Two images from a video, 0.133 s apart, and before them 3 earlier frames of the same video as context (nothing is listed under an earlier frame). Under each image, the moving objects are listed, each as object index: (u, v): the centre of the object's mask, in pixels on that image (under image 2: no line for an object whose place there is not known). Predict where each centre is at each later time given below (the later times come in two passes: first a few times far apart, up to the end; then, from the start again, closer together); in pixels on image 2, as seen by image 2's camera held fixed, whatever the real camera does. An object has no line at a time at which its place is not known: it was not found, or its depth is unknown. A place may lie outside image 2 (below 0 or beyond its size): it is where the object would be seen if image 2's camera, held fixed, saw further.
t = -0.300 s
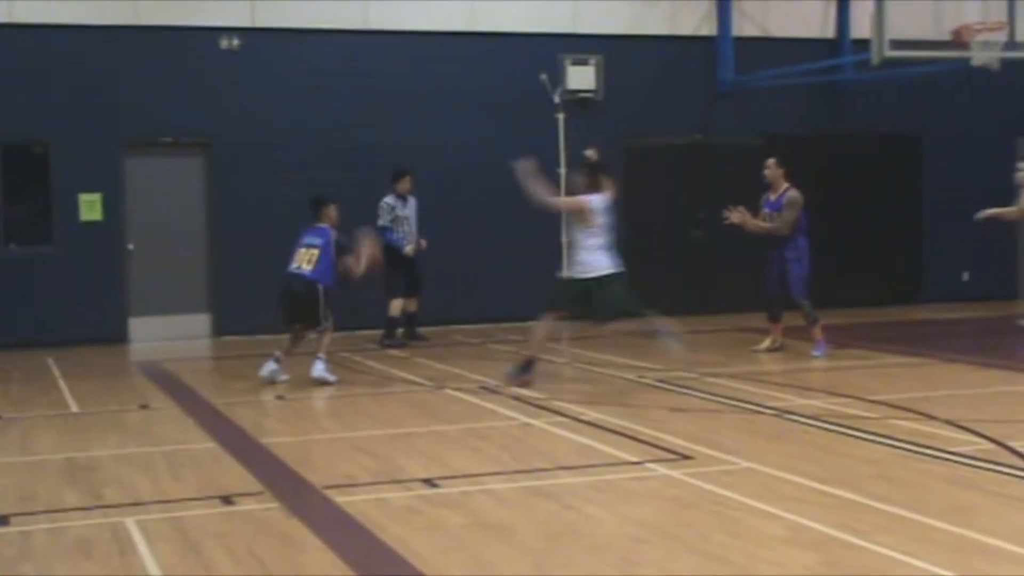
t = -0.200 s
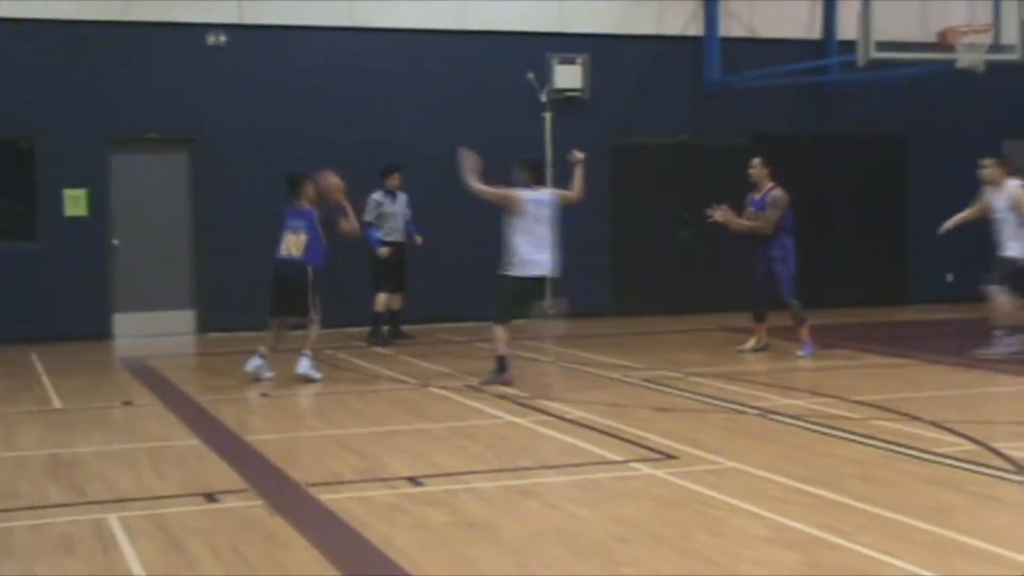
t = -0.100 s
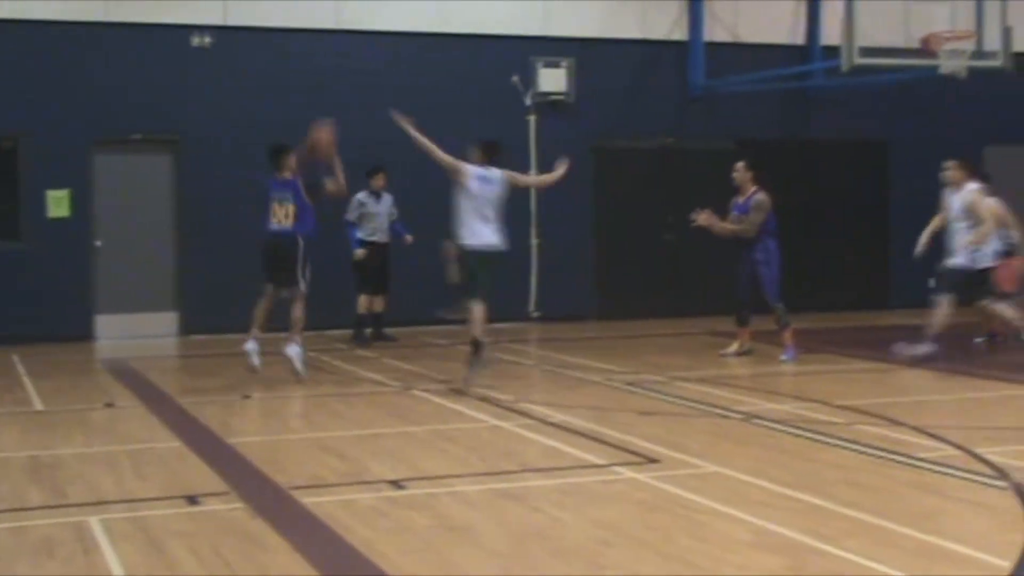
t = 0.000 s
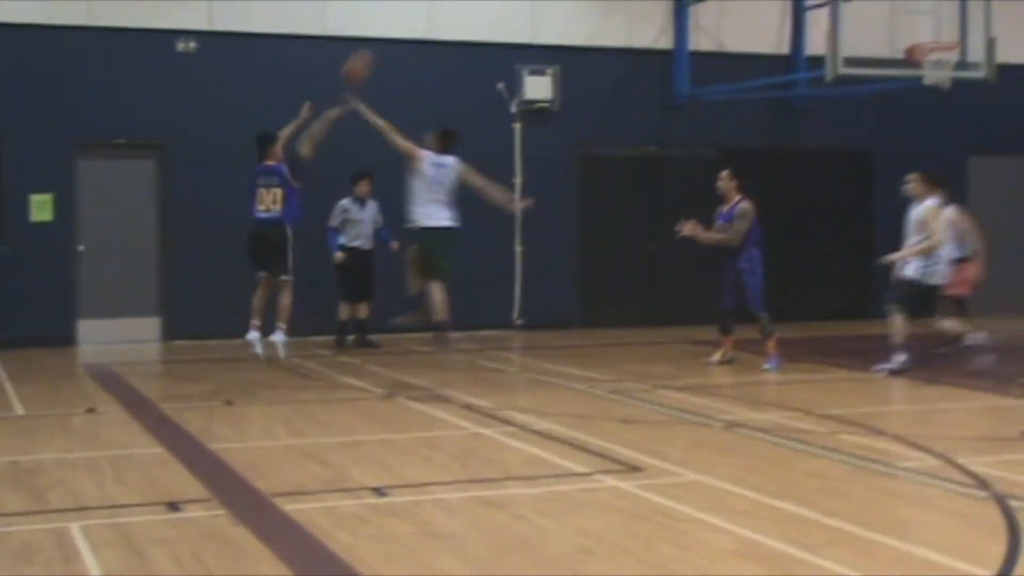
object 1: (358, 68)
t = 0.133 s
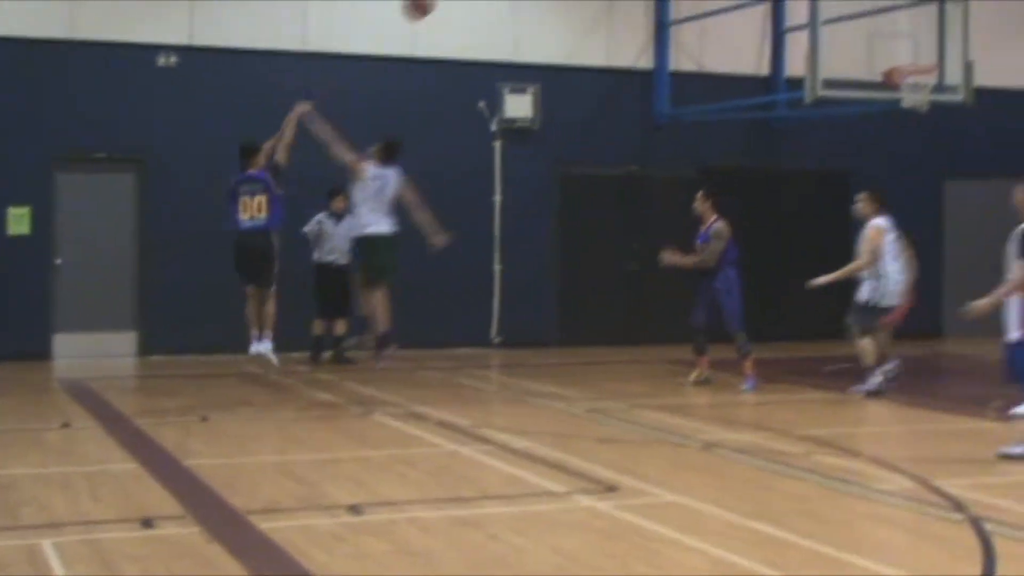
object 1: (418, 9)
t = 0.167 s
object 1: (435, -2)
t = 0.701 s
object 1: (701, -90)
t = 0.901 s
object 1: (783, -50)
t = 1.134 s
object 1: (870, 47)
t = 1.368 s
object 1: (868, 60)
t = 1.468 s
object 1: (861, 69)
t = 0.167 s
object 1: (435, -2)
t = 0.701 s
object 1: (701, -90)
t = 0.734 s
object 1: (715, -88)
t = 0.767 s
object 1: (729, -83)
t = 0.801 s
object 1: (743, -76)
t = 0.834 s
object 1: (757, -69)
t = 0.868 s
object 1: (769, -60)
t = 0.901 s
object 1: (783, -50)
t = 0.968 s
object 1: (809, -28)
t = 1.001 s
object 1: (822, -14)
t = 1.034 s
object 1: (834, 0)
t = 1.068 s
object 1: (846, 15)
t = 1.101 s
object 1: (859, 32)
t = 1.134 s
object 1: (870, 47)
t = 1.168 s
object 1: (879, 64)
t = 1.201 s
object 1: (879, 65)
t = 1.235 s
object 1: (877, 62)
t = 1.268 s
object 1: (875, 60)
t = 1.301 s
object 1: (872, 59)
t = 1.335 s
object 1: (870, 59)
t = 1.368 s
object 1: (868, 60)
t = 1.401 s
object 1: (866, 62)
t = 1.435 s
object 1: (864, 65)
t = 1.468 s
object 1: (861, 69)
